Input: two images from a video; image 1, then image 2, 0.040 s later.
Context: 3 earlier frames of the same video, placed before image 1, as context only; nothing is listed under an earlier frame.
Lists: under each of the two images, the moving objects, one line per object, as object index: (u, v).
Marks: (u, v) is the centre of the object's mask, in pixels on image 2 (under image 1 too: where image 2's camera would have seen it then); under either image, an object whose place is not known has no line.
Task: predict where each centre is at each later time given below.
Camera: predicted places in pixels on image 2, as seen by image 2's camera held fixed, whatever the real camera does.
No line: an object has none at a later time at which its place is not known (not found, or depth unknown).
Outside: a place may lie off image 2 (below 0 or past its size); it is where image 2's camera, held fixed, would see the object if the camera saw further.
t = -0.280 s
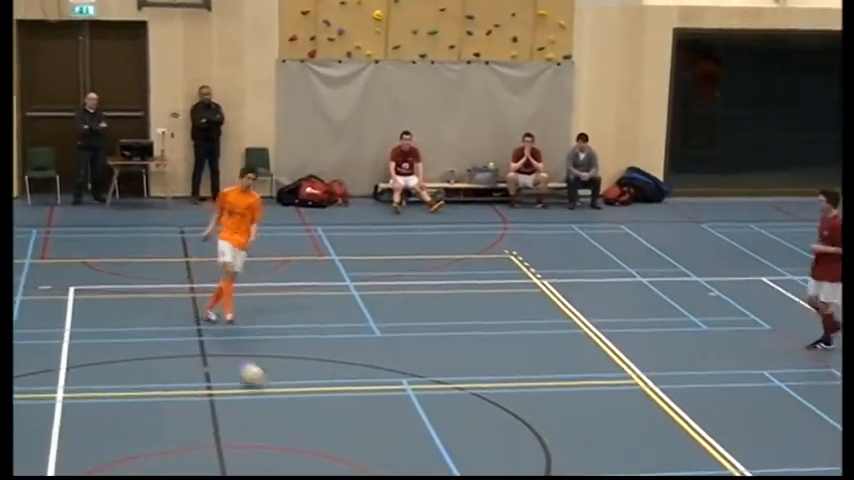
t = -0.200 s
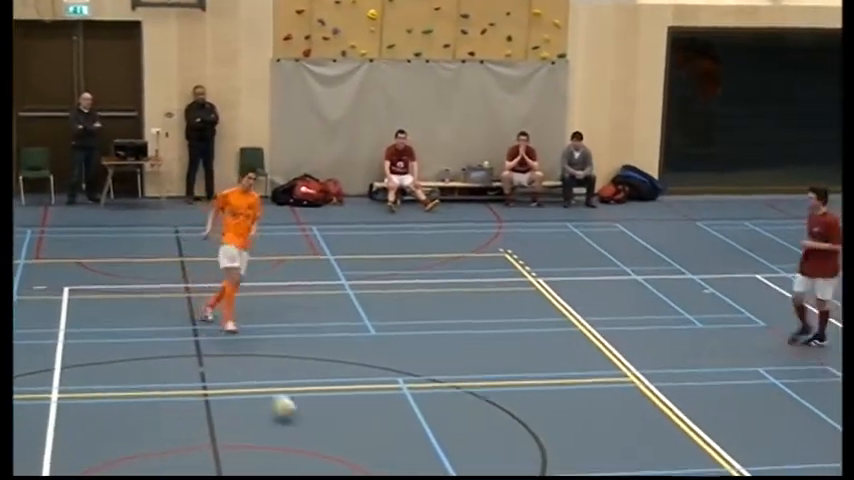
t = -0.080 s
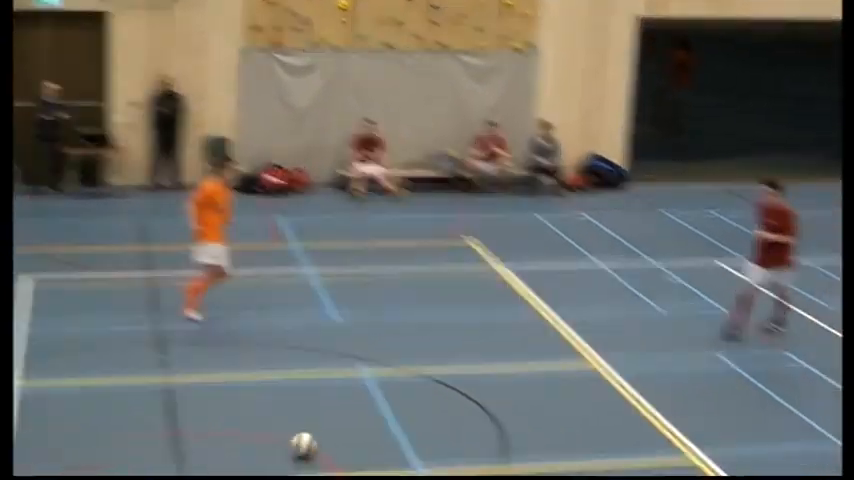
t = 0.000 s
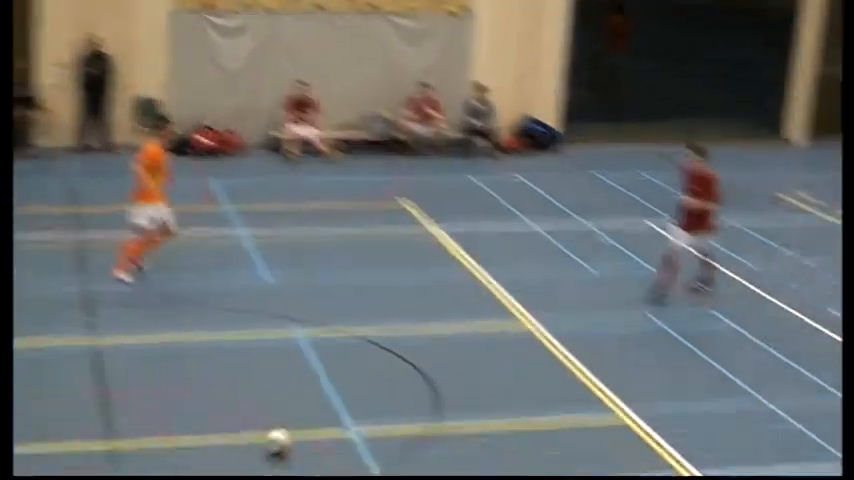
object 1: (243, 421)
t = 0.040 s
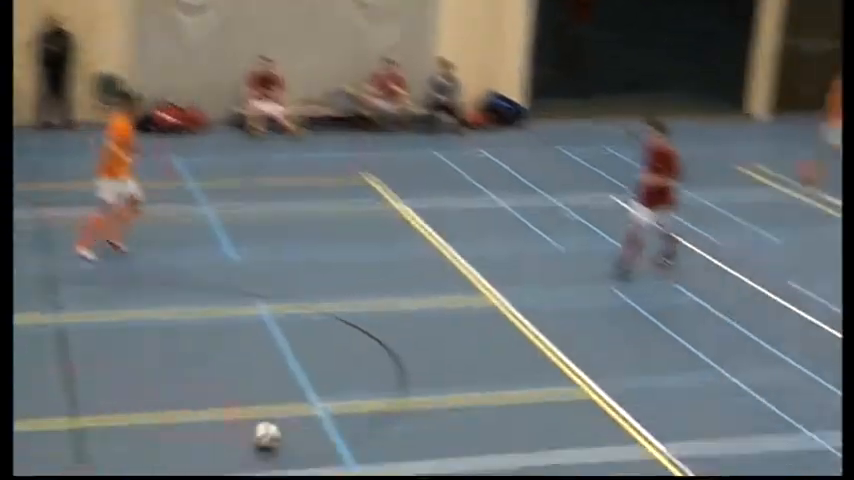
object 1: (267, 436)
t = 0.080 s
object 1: (288, 454)
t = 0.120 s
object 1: (312, 471)
